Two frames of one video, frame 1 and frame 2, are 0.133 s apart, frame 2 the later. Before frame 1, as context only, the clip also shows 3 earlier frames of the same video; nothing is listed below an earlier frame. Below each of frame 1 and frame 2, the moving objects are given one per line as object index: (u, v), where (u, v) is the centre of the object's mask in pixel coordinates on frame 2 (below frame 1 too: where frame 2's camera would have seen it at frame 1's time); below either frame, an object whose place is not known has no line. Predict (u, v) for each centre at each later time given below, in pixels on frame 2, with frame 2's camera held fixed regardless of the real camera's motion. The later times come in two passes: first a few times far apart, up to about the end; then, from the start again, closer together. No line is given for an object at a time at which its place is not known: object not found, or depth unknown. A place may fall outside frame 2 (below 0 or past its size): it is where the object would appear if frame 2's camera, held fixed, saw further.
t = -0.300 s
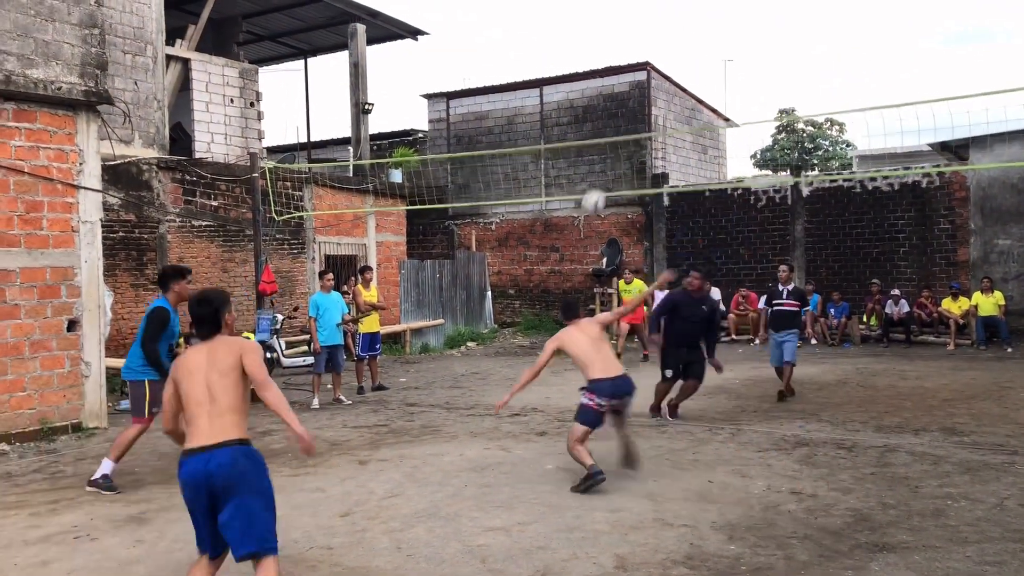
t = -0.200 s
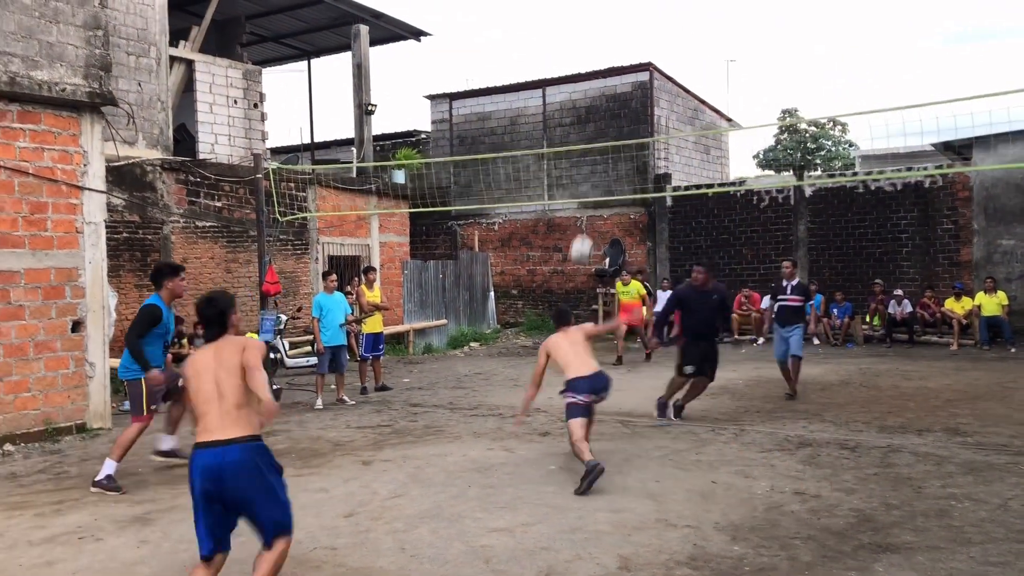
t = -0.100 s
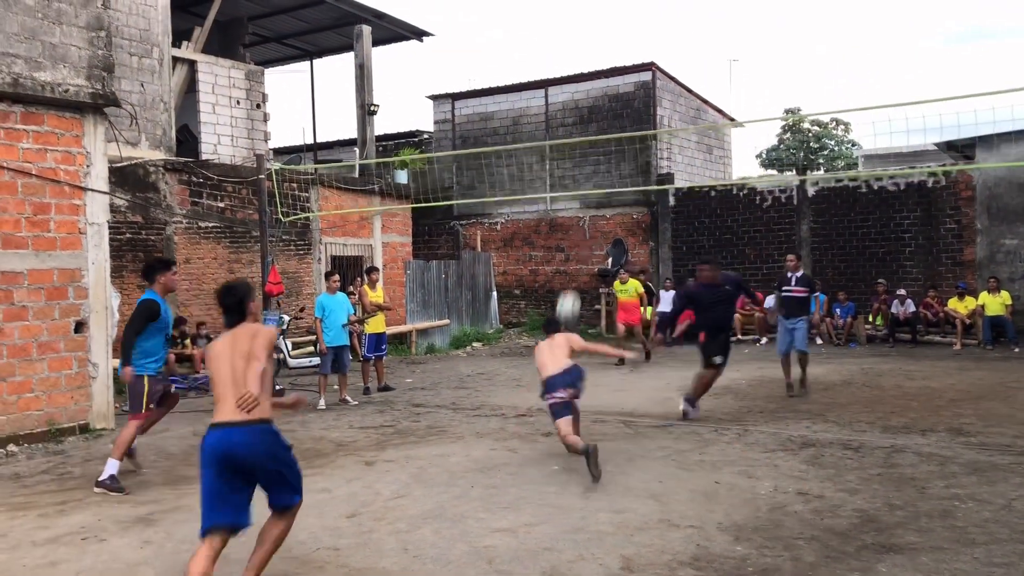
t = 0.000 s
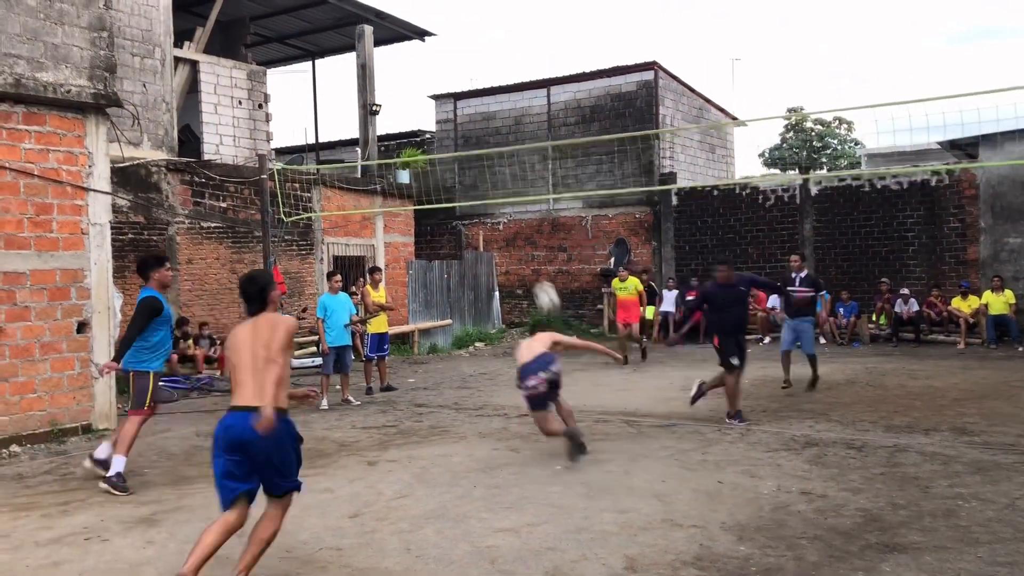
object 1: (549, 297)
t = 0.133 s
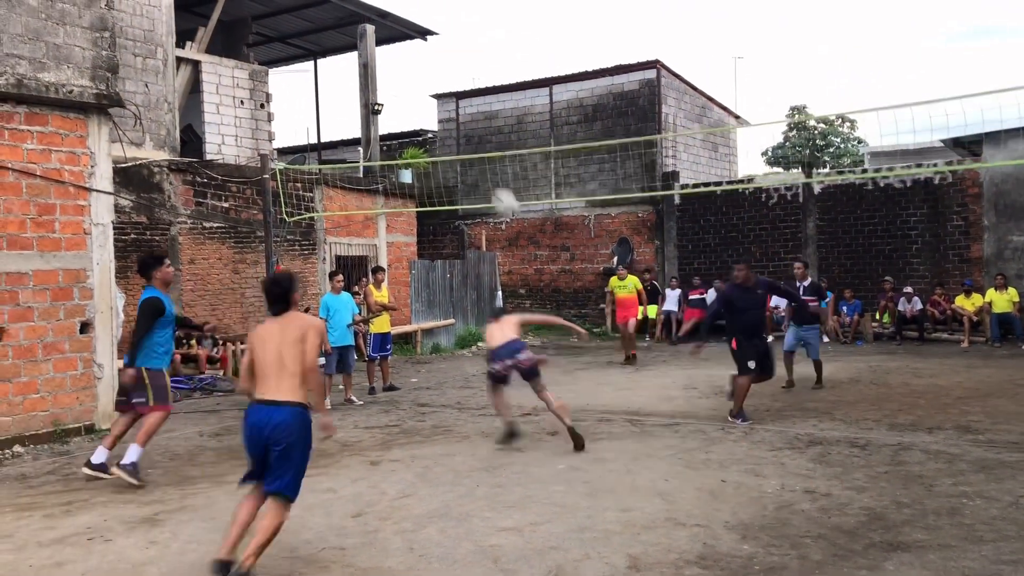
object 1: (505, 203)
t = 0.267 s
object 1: (462, 130)
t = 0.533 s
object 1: (371, 36)
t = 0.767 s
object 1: (293, 21)
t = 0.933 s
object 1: (239, 47)
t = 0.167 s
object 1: (494, 184)
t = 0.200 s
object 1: (484, 164)
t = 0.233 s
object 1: (473, 144)
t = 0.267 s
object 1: (462, 130)
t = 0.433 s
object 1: (405, 63)
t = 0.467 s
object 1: (393, 52)
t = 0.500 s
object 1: (383, 43)
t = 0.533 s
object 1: (371, 36)
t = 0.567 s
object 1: (359, 30)
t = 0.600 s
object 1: (349, 25)
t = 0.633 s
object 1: (337, 21)
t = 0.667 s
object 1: (326, 20)
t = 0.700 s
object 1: (316, 20)
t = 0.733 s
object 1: (304, 20)
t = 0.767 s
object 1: (293, 21)
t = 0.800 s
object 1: (282, 24)
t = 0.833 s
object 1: (270, 28)
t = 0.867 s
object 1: (259, 33)
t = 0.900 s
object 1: (249, 40)
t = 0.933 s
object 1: (239, 47)
